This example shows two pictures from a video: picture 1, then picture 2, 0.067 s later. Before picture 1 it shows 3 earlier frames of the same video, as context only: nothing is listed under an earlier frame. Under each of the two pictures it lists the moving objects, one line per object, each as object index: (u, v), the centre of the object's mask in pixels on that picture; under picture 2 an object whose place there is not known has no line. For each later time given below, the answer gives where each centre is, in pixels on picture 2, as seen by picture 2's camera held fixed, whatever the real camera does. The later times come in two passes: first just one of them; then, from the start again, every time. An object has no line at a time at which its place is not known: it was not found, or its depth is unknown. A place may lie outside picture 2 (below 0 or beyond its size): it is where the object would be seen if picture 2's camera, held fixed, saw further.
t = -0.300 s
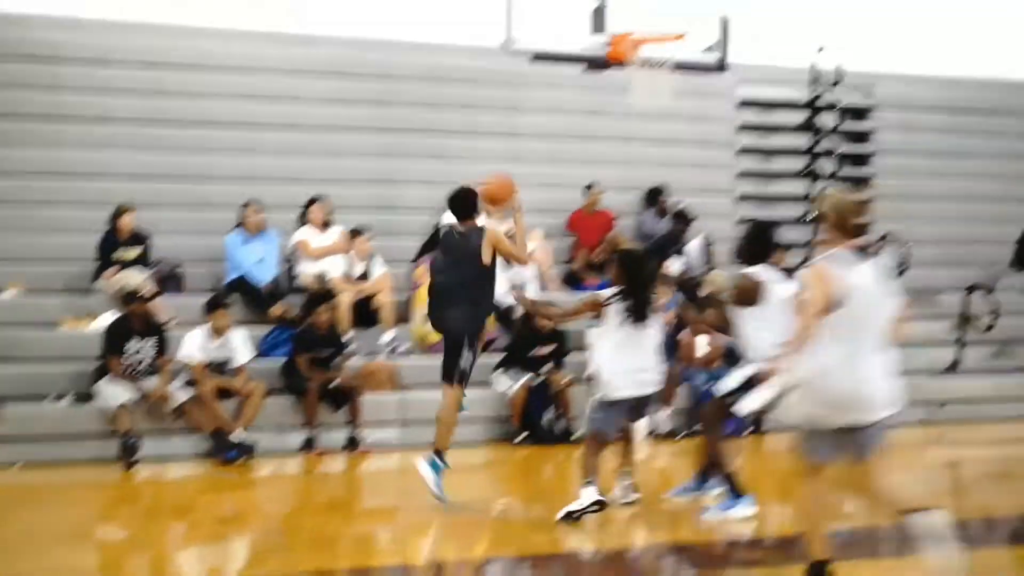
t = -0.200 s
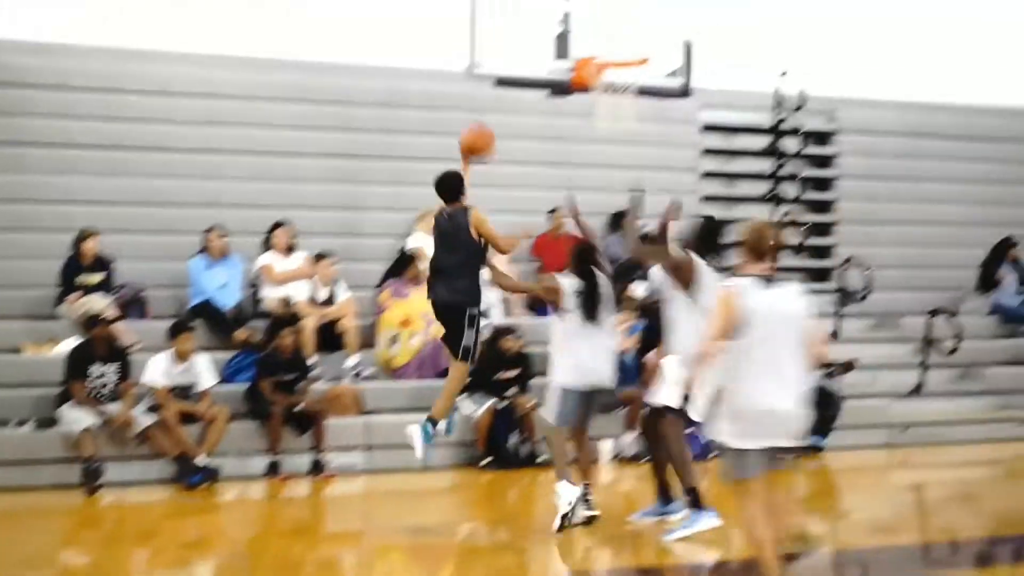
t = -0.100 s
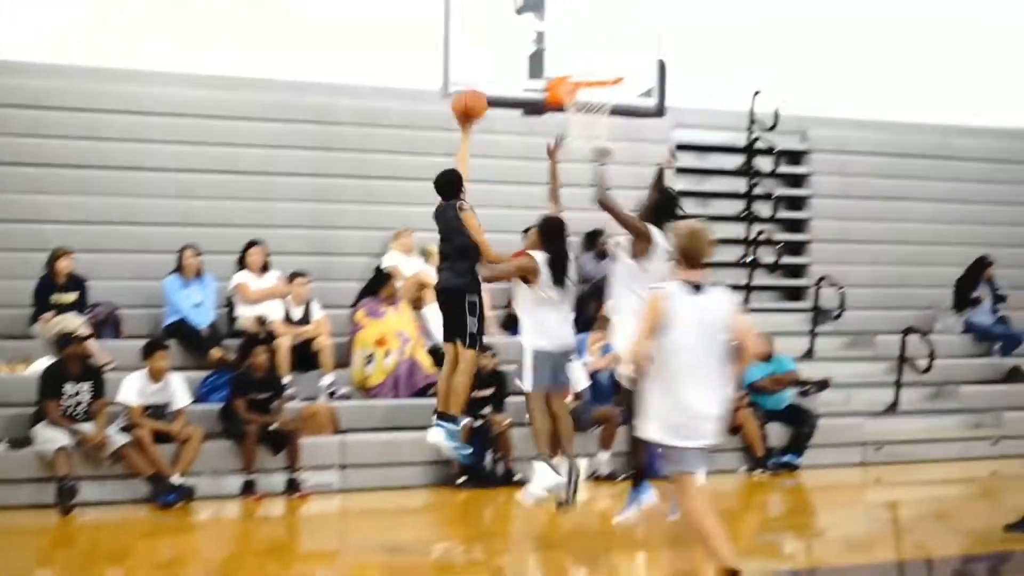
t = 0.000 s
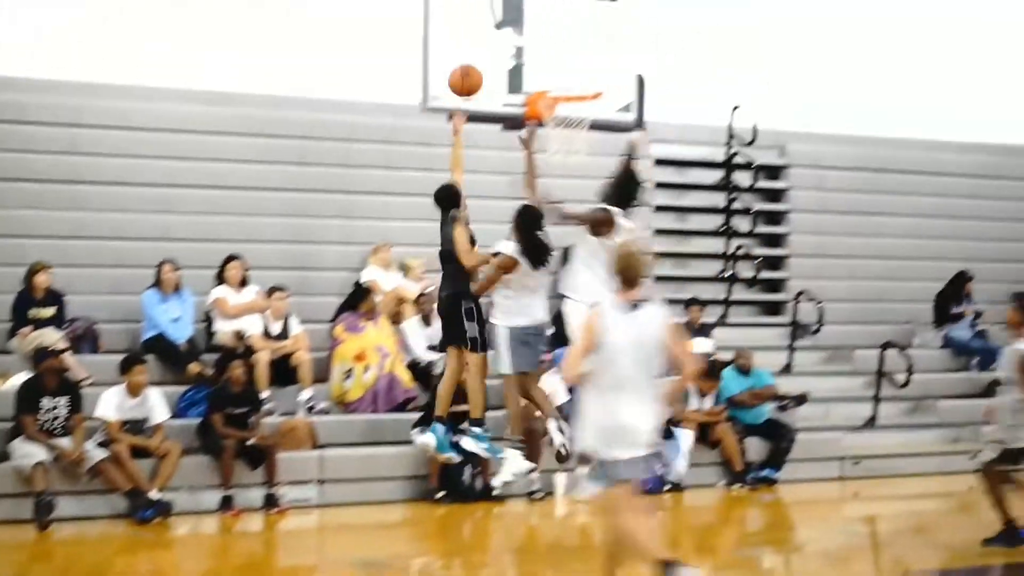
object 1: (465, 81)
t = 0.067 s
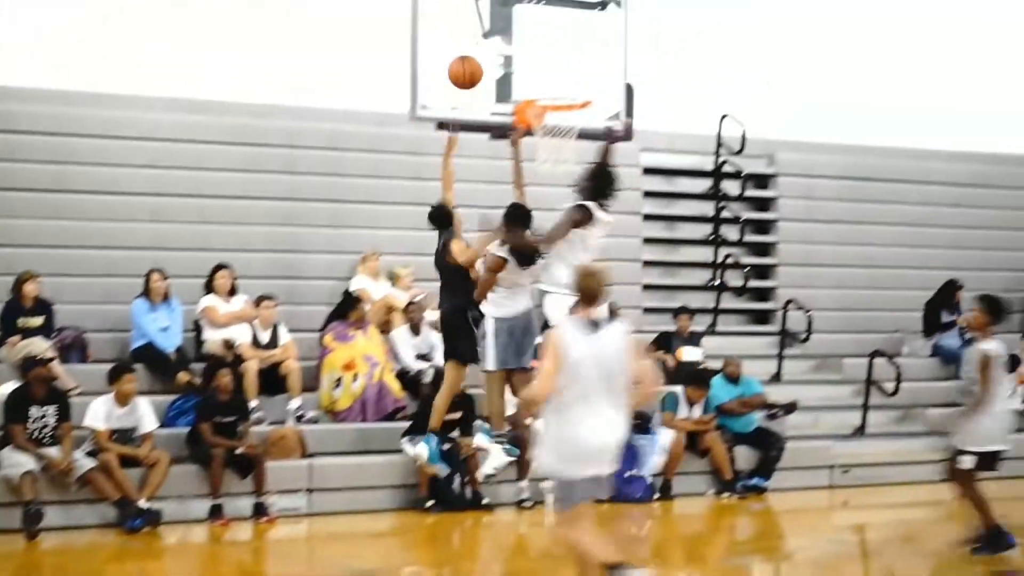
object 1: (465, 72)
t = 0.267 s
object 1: (501, 53)
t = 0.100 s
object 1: (470, 66)
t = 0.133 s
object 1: (475, 62)
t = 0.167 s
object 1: (481, 58)
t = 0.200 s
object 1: (487, 55)
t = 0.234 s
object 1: (495, 53)
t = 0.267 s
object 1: (501, 53)
